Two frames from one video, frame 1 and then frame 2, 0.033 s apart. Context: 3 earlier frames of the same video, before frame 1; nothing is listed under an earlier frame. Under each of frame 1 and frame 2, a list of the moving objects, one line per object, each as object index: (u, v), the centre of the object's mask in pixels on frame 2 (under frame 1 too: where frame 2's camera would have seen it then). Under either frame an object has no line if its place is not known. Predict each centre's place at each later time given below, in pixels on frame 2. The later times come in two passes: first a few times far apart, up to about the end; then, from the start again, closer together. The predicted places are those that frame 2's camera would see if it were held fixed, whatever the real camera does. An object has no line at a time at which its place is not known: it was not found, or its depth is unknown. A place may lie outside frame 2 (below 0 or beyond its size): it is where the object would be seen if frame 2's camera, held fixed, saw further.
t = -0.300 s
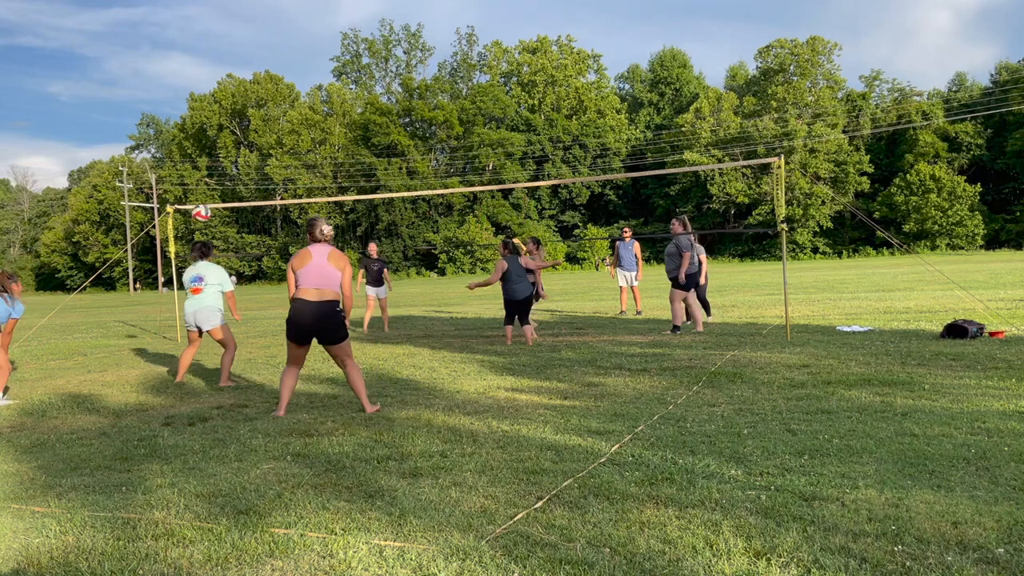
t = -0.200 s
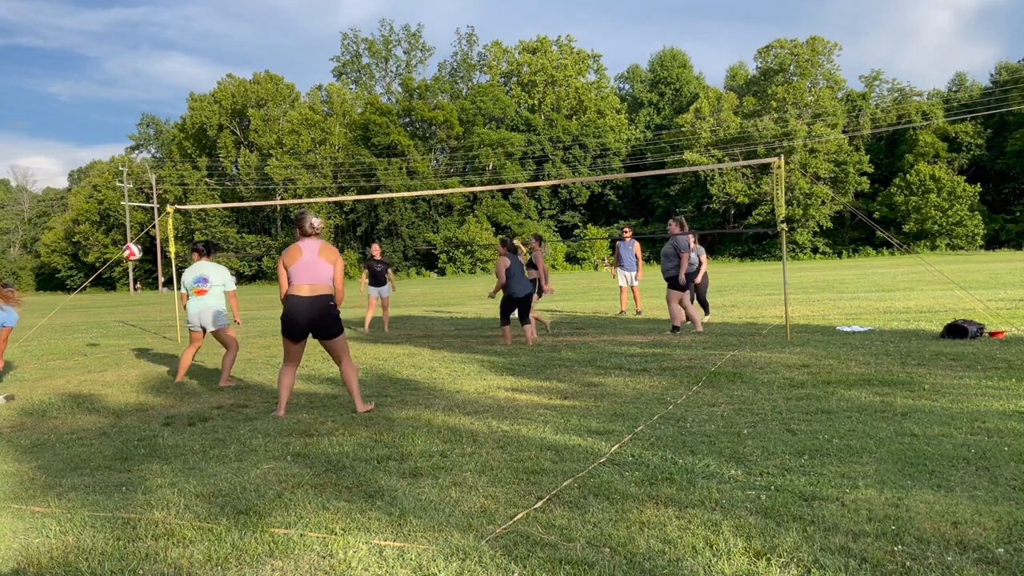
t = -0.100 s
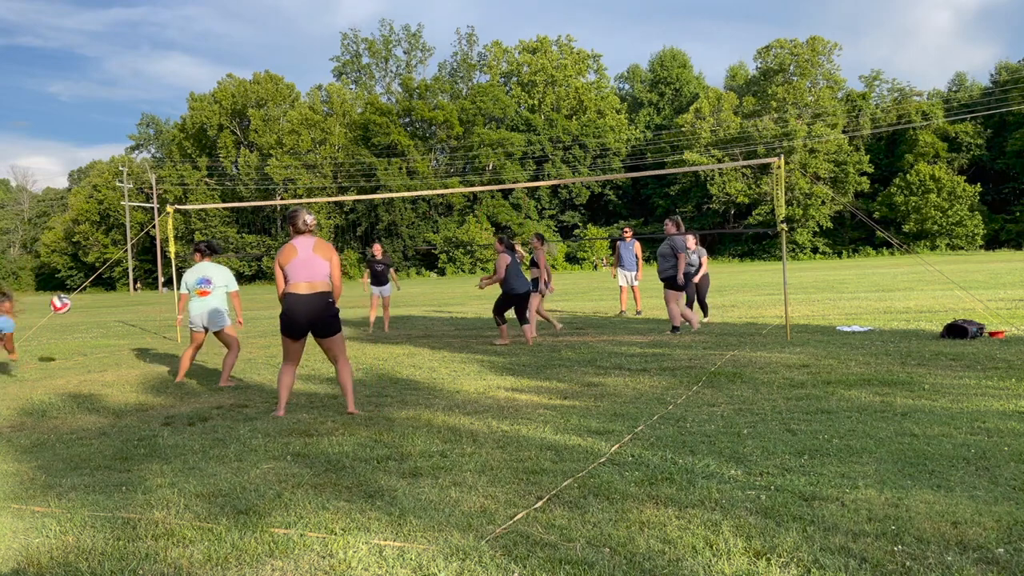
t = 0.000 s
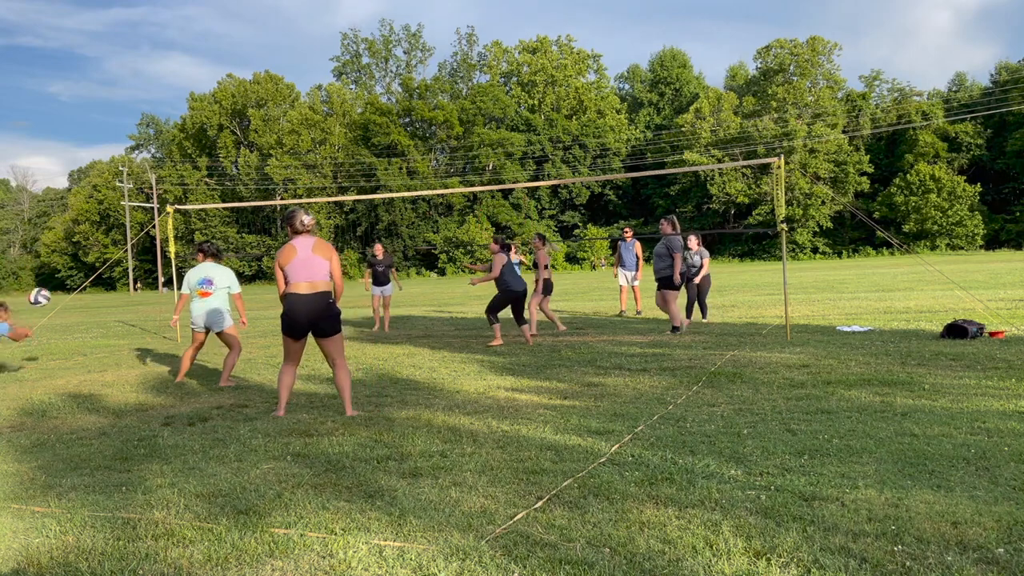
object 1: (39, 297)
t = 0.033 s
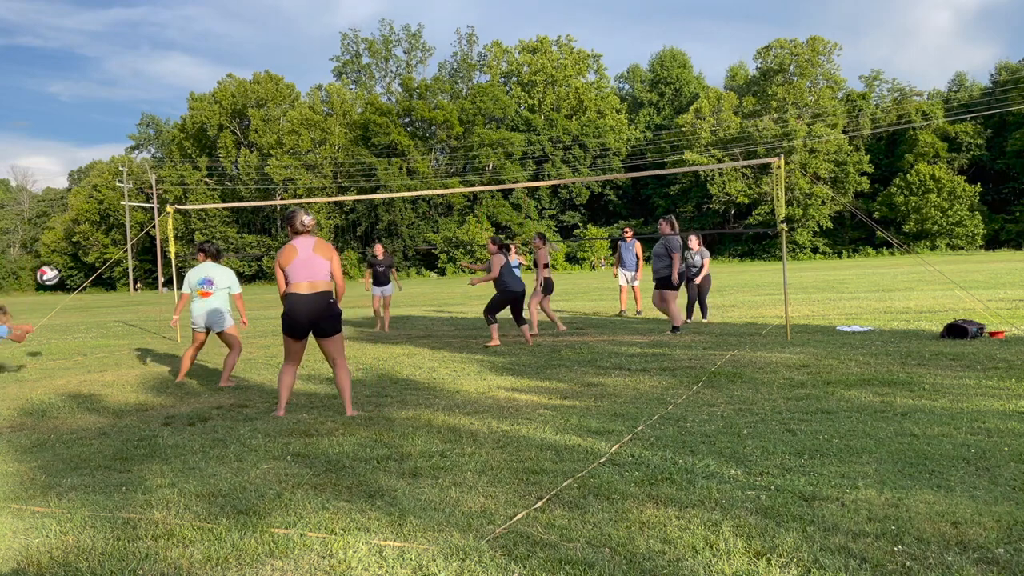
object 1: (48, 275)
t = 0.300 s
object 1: (118, 141)
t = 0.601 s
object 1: (201, 69)
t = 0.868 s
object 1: (279, 73)
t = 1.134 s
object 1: (360, 140)
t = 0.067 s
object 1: (56, 254)
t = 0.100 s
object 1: (65, 235)
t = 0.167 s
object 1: (82, 199)
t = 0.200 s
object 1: (91, 183)
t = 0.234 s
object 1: (100, 167)
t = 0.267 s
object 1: (109, 154)
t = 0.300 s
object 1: (118, 141)
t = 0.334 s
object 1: (127, 129)
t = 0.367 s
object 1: (136, 118)
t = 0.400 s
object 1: (145, 107)
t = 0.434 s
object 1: (155, 99)
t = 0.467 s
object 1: (164, 91)
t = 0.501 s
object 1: (173, 84)
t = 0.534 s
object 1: (182, 78)
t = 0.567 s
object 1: (192, 73)
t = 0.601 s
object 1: (201, 69)
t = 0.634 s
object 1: (211, 66)
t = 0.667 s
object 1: (220, 65)
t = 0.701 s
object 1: (230, 63)
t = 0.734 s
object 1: (239, 63)
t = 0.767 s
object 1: (250, 65)
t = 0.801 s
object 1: (259, 66)
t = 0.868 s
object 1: (279, 73)
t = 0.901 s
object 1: (289, 78)
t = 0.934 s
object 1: (299, 84)
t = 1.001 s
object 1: (318, 99)
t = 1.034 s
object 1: (329, 108)
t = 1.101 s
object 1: (349, 128)
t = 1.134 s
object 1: (360, 140)
